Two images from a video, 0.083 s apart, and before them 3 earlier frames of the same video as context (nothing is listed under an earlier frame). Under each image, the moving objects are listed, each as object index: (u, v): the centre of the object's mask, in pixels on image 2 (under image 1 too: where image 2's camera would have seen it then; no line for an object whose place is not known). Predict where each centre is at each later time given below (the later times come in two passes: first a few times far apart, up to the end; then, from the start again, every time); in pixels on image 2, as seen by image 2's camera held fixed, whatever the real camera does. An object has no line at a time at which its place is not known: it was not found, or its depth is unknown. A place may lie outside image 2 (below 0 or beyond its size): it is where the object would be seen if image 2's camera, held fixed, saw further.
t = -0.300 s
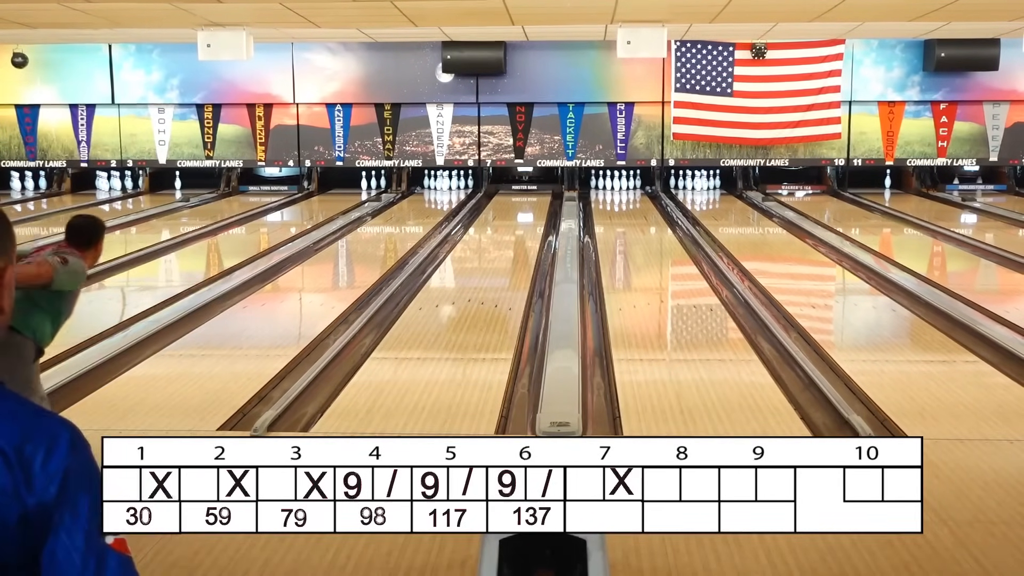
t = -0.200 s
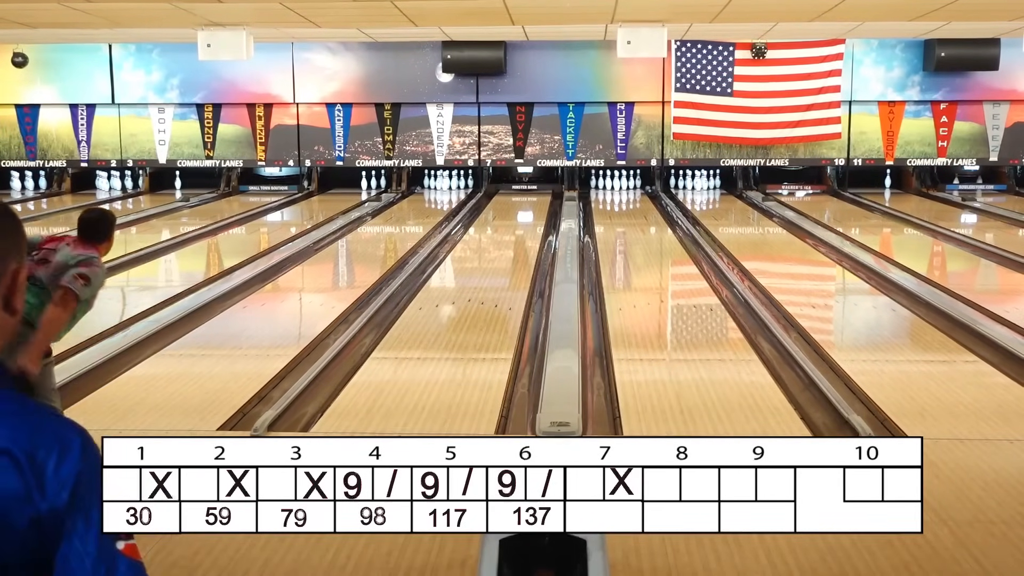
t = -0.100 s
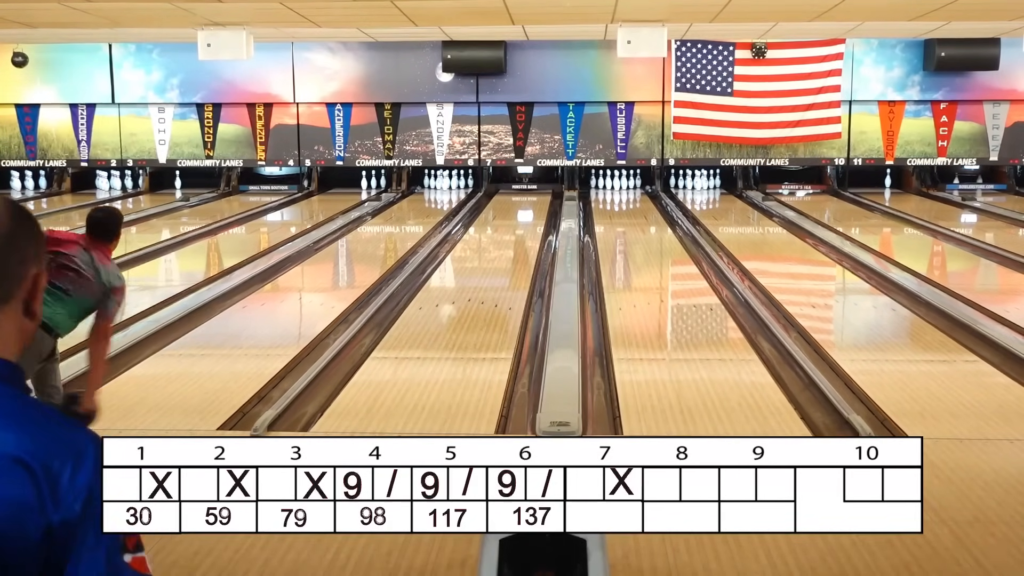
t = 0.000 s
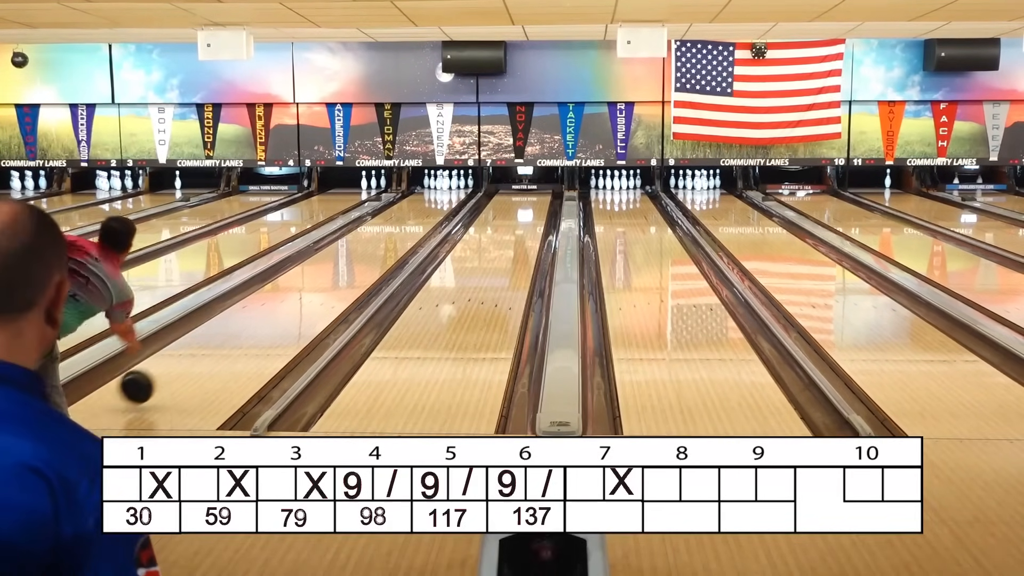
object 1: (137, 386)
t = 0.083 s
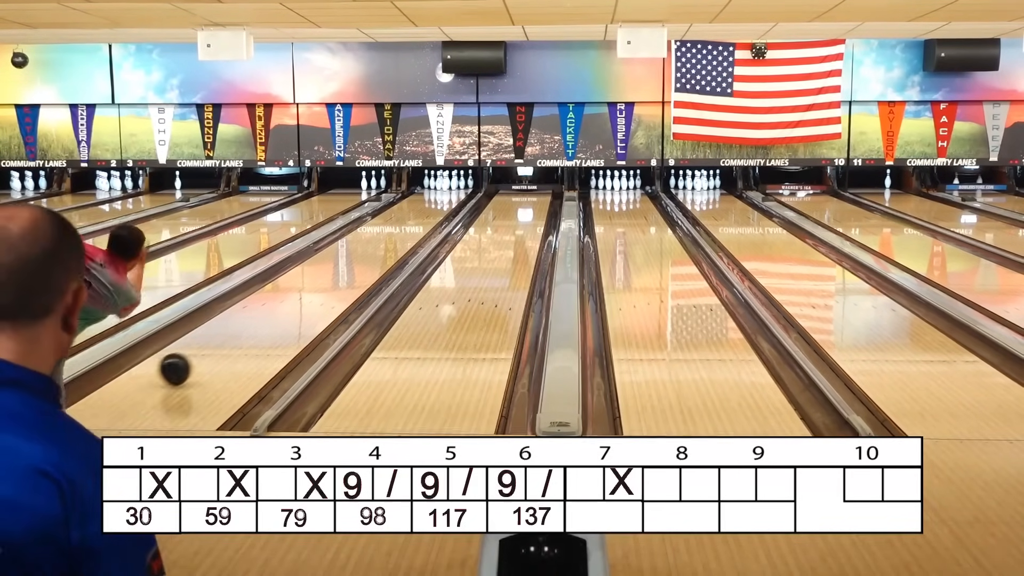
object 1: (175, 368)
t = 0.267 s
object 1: (241, 330)
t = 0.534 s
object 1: (308, 290)
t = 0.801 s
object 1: (355, 262)
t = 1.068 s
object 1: (389, 241)
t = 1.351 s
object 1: (416, 223)
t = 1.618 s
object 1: (434, 210)
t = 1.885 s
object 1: (445, 201)
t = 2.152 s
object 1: (449, 193)
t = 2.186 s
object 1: (450, 192)
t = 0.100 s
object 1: (182, 366)
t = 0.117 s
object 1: (189, 362)
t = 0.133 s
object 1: (195, 358)
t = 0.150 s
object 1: (202, 354)
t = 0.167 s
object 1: (208, 350)
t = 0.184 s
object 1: (214, 347)
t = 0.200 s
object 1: (220, 343)
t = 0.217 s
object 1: (225, 340)
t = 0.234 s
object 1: (231, 336)
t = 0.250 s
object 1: (236, 333)
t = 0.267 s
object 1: (241, 330)
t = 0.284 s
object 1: (246, 327)
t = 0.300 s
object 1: (251, 324)
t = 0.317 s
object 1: (256, 321)
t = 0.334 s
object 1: (260, 318)
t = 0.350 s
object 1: (265, 316)
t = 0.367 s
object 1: (270, 313)
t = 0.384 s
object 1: (274, 311)
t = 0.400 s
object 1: (278, 308)
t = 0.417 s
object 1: (282, 306)
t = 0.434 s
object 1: (286, 303)
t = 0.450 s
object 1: (290, 301)
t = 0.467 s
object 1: (294, 298)
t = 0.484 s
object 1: (298, 296)
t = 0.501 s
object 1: (301, 294)
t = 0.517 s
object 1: (305, 292)
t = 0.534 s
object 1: (308, 290)
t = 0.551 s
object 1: (312, 288)
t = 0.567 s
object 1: (315, 286)
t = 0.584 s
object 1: (318, 284)
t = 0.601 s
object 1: (322, 282)
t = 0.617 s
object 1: (325, 280)
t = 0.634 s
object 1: (328, 278)
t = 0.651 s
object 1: (331, 276)
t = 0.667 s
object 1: (334, 275)
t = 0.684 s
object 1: (337, 273)
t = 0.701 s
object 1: (339, 271)
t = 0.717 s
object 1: (342, 270)
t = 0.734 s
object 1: (345, 268)
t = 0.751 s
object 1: (347, 266)
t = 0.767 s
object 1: (350, 265)
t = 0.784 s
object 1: (353, 263)
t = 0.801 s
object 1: (355, 262)
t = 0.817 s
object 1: (357, 260)
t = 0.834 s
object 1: (360, 259)
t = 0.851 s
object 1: (362, 257)
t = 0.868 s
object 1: (364, 256)
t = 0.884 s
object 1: (367, 254)
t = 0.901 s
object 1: (369, 253)
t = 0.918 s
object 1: (371, 252)
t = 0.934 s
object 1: (373, 250)
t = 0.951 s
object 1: (375, 249)
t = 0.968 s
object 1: (377, 248)
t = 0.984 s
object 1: (379, 246)
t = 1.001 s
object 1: (381, 245)
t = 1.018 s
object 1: (383, 244)
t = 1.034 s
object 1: (385, 243)
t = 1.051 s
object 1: (387, 242)
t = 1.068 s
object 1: (389, 241)
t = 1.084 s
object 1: (391, 239)
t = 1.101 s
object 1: (393, 238)
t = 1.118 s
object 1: (394, 237)
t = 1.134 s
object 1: (396, 236)
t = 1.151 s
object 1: (398, 235)
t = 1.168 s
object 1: (400, 234)
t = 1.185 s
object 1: (401, 233)
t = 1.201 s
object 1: (403, 232)
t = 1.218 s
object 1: (404, 231)
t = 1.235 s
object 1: (406, 230)
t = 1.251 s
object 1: (407, 229)
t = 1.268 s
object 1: (409, 228)
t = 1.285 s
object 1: (411, 227)
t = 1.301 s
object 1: (412, 226)
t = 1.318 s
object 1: (413, 225)
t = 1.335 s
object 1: (415, 224)
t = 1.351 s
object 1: (416, 223)
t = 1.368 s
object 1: (418, 222)
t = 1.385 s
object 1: (419, 221)
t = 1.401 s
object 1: (420, 221)
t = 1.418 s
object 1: (421, 220)
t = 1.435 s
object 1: (423, 219)
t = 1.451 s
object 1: (424, 218)
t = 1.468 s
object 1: (425, 217)
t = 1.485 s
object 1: (426, 216)
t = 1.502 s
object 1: (427, 216)
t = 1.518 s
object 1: (428, 215)
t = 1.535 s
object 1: (429, 214)
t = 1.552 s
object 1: (431, 213)
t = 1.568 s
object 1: (431, 213)
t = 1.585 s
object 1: (432, 212)
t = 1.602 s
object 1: (433, 211)
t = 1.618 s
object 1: (434, 210)
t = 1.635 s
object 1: (435, 210)
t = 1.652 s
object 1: (436, 209)
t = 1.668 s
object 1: (437, 208)
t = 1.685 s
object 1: (438, 208)
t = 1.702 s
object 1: (438, 207)
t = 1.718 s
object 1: (439, 206)
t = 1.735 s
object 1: (439, 206)
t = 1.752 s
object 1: (440, 205)
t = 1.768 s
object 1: (441, 205)
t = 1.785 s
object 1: (441, 204)
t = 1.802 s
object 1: (442, 203)
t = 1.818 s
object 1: (443, 203)
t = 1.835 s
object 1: (443, 202)
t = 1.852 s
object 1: (444, 202)
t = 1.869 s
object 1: (444, 201)
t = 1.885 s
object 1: (445, 201)
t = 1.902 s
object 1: (445, 200)
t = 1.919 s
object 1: (446, 199)
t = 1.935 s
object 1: (446, 199)
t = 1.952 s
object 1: (447, 199)
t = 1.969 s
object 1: (447, 198)
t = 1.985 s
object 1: (447, 197)
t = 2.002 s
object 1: (447, 197)
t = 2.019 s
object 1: (447, 196)
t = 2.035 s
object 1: (448, 196)
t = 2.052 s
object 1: (448, 195)
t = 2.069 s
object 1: (448, 195)
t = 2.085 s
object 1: (449, 194)
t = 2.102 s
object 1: (449, 194)
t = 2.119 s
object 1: (449, 194)
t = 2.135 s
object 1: (449, 193)
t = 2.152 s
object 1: (449, 193)
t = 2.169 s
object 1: (449, 192)
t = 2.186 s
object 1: (450, 192)
